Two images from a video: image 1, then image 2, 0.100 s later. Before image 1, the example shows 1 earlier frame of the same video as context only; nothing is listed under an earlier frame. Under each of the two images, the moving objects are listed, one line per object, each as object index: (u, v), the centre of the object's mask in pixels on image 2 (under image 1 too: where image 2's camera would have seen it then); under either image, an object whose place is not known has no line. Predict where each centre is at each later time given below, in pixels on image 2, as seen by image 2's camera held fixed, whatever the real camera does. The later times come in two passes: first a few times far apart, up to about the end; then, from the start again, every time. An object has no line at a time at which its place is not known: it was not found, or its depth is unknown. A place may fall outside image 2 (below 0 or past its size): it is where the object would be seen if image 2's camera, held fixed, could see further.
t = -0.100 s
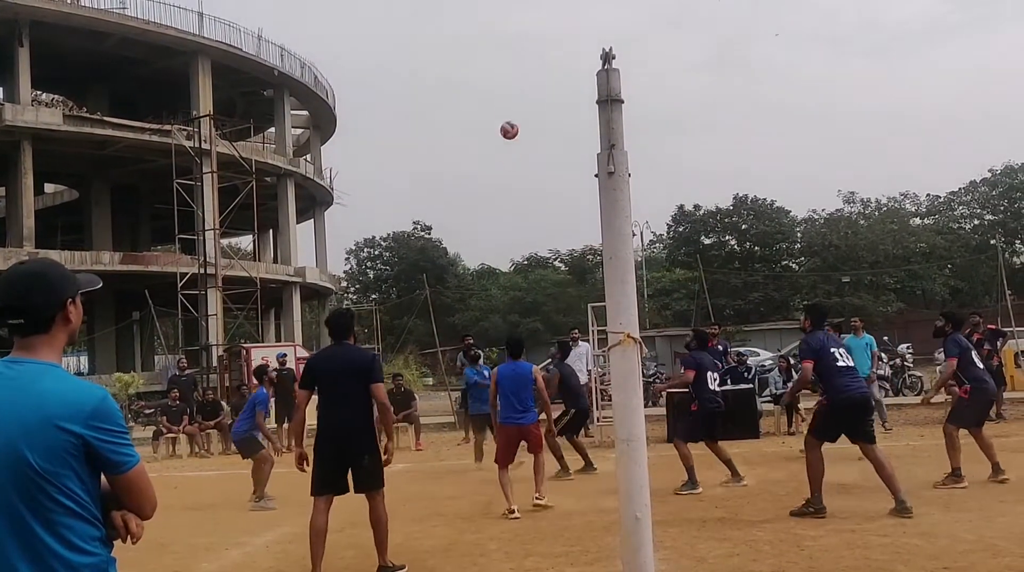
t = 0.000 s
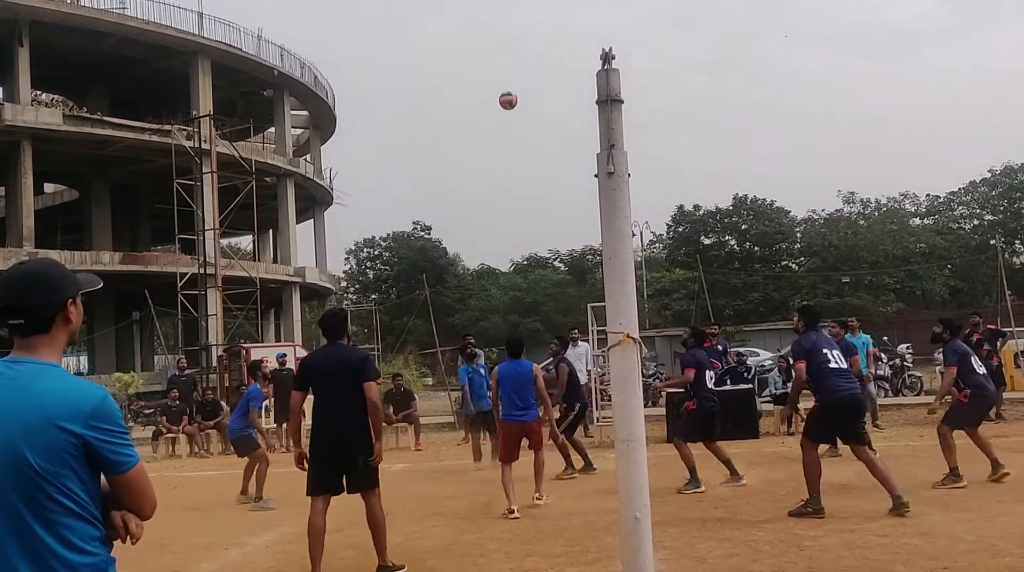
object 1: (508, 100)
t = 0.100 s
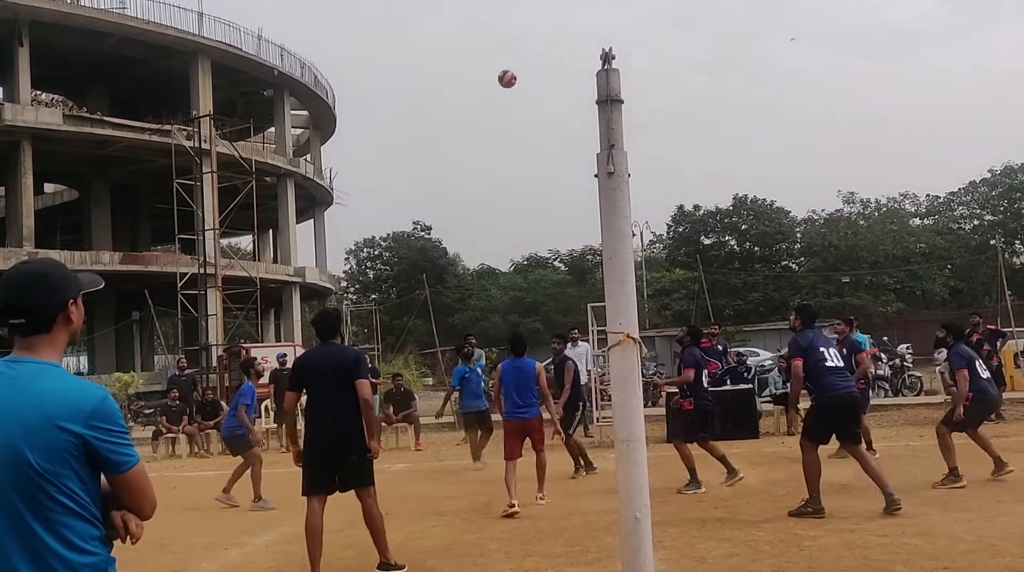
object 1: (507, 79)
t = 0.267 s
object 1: (506, 60)
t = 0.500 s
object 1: (509, 76)
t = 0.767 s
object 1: (516, 157)
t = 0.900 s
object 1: (521, 225)
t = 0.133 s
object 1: (507, 73)
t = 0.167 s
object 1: (507, 68)
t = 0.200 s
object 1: (507, 65)
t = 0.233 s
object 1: (506, 62)
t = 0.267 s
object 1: (506, 60)
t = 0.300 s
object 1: (507, 60)
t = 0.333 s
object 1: (507, 60)
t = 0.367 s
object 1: (507, 61)
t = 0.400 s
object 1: (508, 63)
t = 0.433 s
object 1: (508, 67)
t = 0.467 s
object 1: (509, 71)
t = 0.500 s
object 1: (509, 76)
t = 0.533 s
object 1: (510, 82)
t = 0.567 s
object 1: (511, 90)
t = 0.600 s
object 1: (512, 98)
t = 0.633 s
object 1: (513, 108)
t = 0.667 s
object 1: (514, 118)
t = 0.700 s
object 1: (515, 130)
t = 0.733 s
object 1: (515, 143)
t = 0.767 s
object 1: (516, 157)
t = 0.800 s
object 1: (517, 172)
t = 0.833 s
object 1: (519, 188)
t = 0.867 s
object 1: (519, 206)
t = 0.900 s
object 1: (521, 225)
